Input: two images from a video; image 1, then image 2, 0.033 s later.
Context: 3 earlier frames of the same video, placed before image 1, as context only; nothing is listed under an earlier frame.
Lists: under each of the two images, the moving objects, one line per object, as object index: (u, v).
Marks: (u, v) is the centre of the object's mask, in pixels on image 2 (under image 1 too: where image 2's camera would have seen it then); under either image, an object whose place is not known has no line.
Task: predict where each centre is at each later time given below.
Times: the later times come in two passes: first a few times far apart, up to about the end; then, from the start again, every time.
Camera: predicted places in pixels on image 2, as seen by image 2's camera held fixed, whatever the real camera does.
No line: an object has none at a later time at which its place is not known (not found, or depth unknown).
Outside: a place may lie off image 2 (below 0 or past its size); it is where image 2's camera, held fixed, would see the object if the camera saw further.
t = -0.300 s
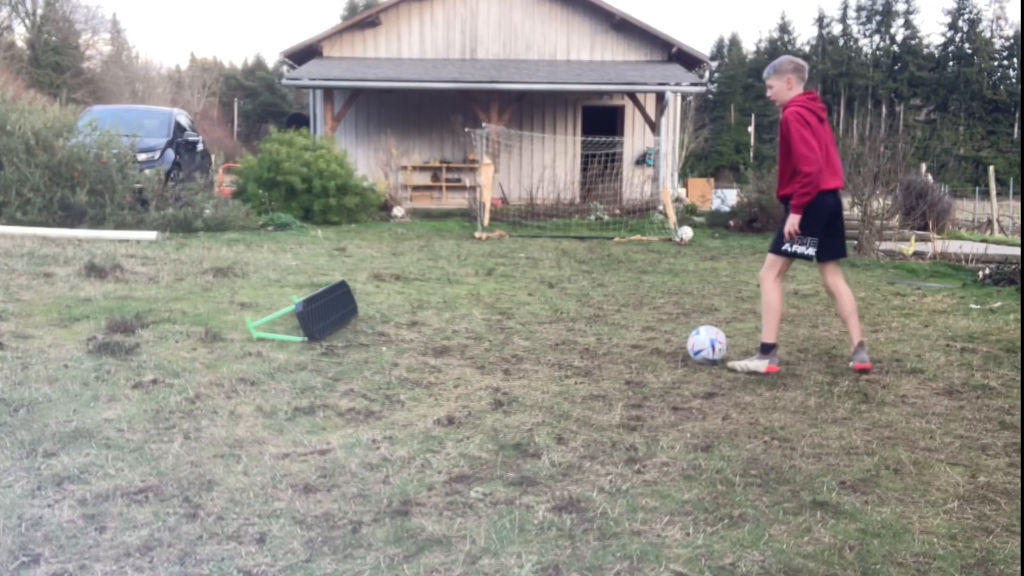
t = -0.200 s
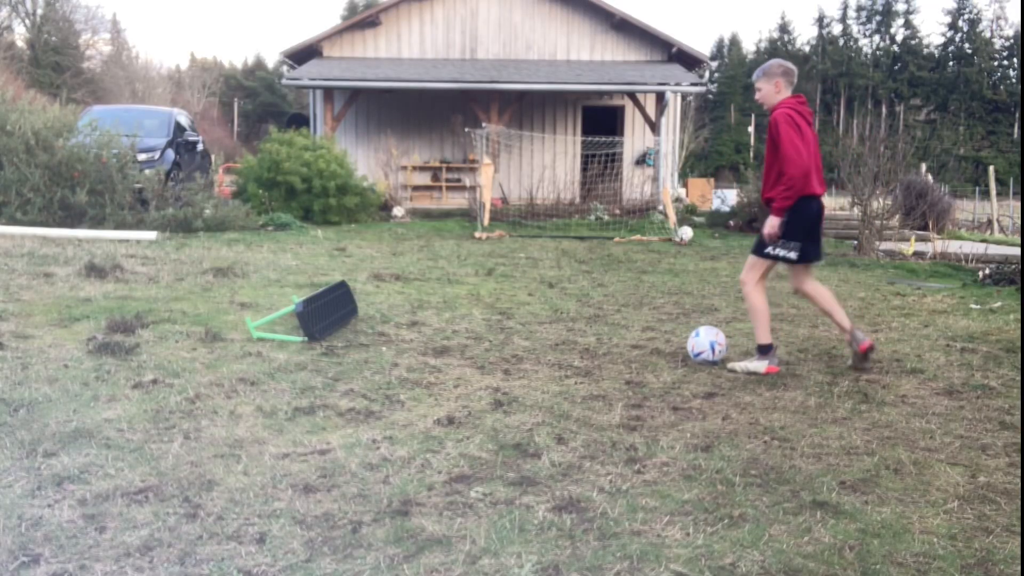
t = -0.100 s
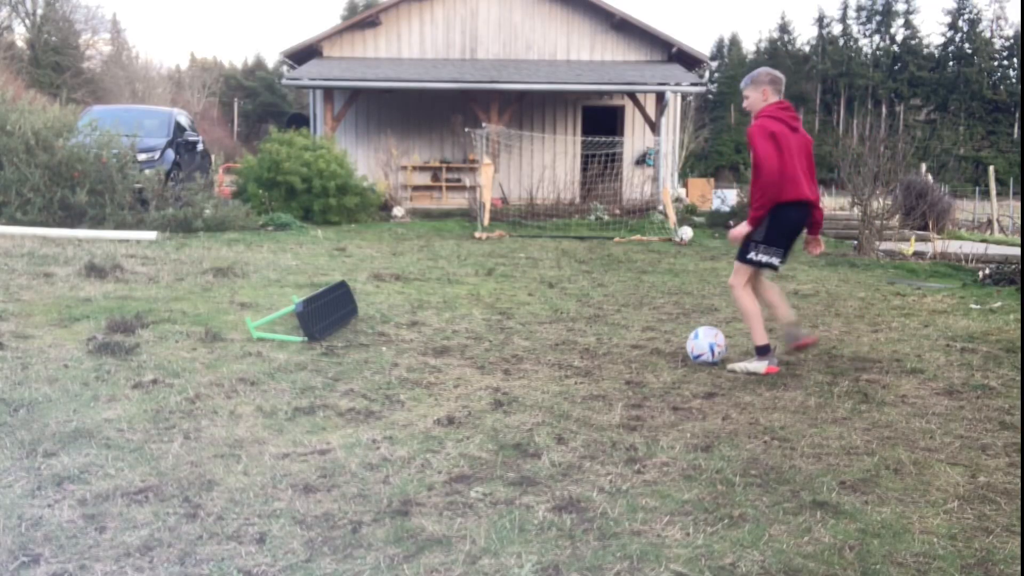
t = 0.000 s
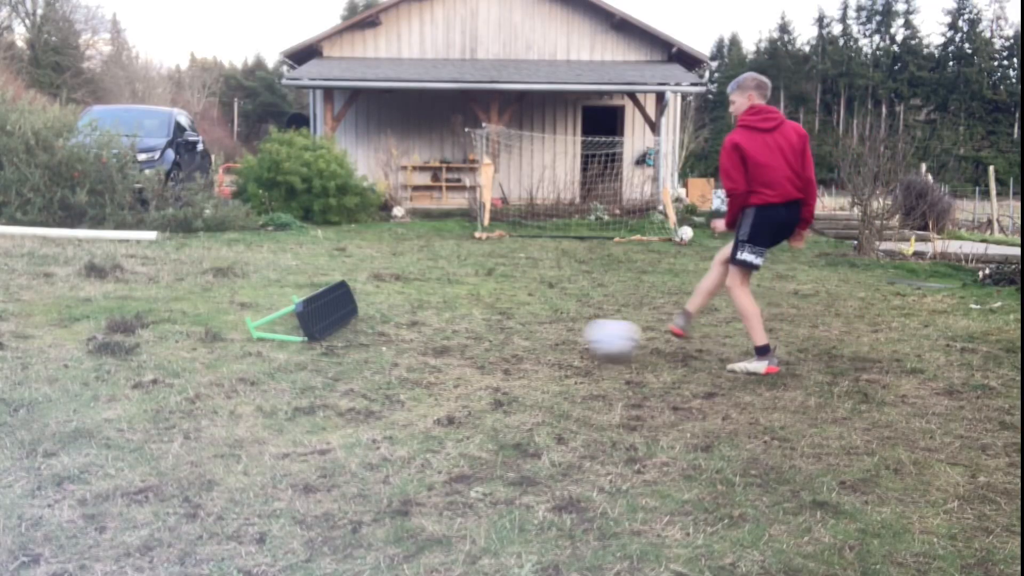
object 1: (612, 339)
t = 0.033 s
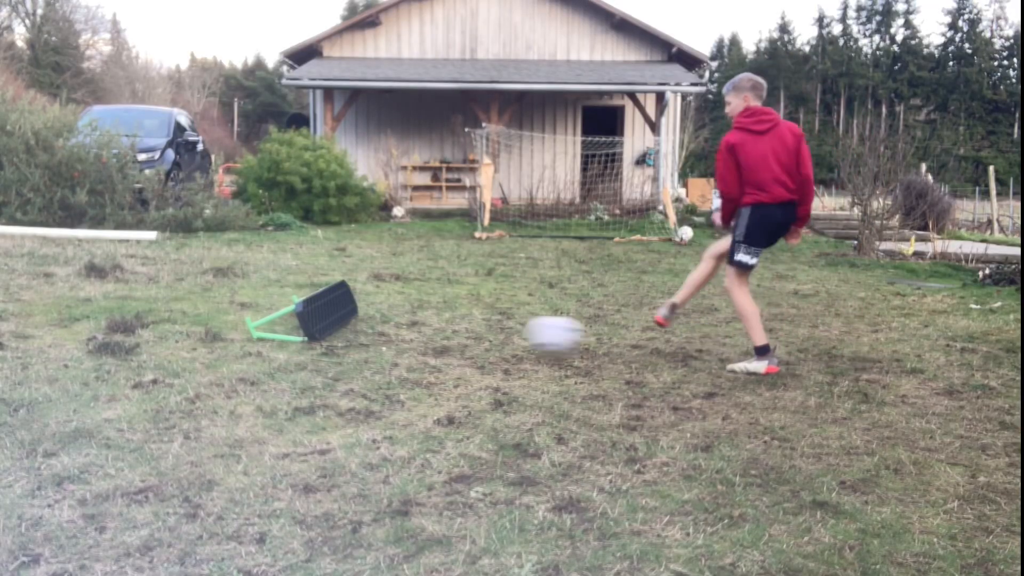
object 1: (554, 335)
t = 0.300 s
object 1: (397, 227)
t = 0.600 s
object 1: (544, 122)
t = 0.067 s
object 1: (497, 334)
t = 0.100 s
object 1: (442, 333)
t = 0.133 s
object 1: (390, 327)
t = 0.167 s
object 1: (343, 319)
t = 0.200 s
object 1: (349, 295)
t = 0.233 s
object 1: (365, 271)
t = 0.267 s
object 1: (381, 248)
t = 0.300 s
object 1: (397, 227)
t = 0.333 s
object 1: (413, 208)
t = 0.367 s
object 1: (429, 191)
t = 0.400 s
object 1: (447, 175)
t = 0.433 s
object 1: (462, 162)
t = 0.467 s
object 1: (478, 150)
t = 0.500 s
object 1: (495, 140)
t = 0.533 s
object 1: (511, 133)
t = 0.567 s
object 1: (527, 127)
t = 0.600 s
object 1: (544, 122)
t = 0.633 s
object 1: (561, 120)
